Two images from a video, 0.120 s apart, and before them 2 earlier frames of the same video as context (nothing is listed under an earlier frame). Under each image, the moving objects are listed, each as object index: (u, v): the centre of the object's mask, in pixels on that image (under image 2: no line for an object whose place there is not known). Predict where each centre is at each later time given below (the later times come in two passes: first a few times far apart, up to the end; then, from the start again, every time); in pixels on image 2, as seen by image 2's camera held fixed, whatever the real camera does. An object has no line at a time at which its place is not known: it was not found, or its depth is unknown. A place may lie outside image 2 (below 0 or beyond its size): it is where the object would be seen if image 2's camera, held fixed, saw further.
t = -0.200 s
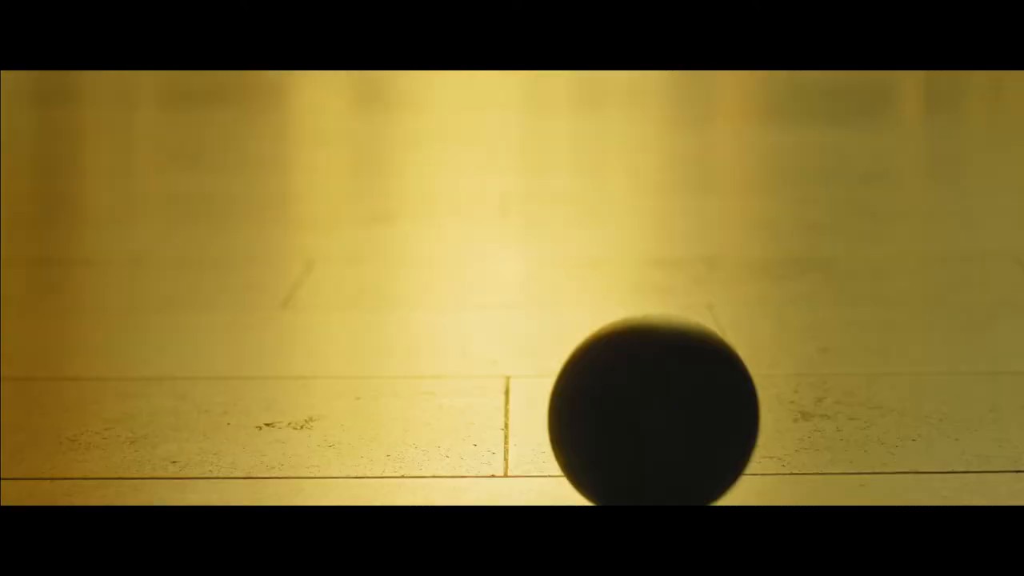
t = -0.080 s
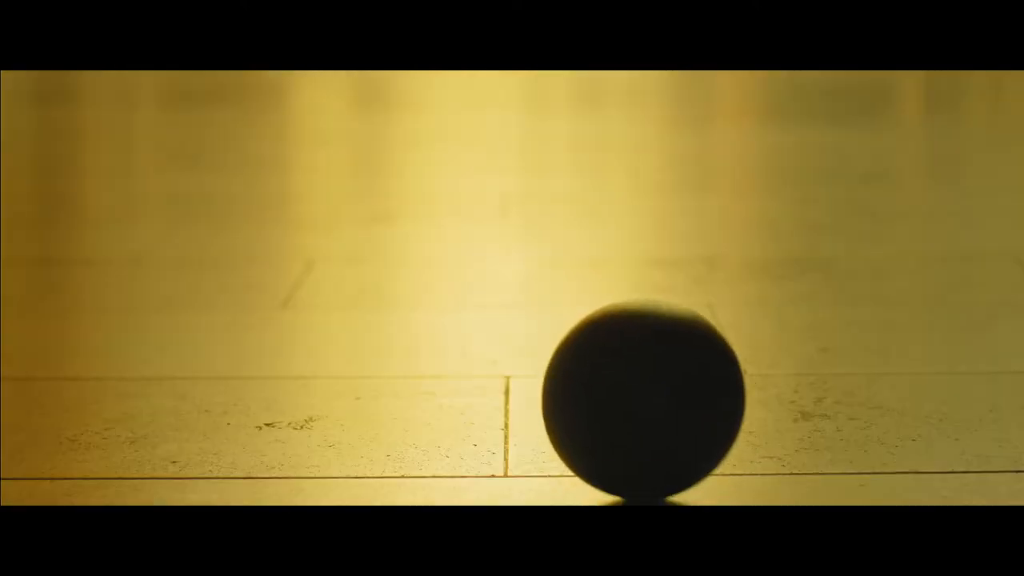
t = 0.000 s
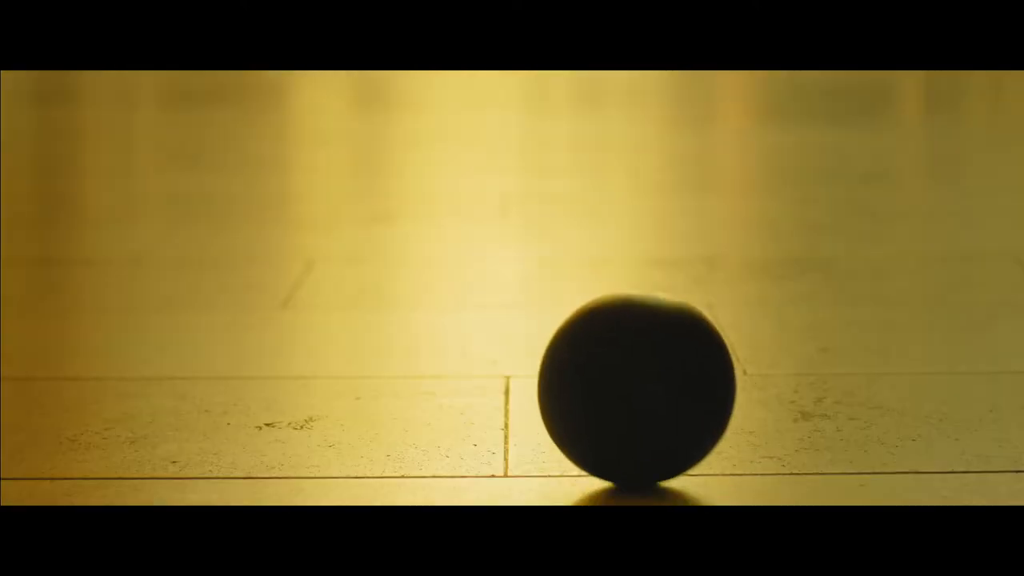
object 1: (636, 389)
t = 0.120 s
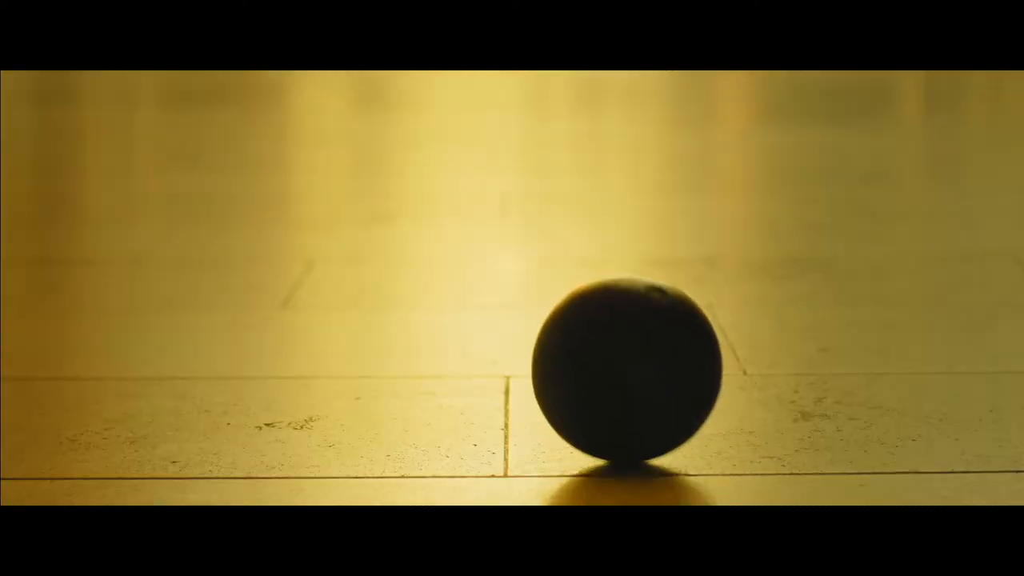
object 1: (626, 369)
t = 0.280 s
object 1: (614, 348)
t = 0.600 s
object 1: (595, 311)
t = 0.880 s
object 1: (580, 281)
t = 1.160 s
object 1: (567, 254)
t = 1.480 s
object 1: (551, 228)
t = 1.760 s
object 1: (540, 209)
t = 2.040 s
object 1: (530, 190)
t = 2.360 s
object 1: (521, 173)
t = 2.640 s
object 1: (515, 160)
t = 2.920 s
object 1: (510, 147)
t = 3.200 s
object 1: (506, 137)
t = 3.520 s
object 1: (502, 122)
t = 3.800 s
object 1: (499, 114)
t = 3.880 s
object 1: (498, 112)
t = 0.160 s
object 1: (623, 363)
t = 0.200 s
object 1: (620, 358)
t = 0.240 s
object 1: (617, 353)
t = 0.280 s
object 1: (614, 348)
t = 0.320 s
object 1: (612, 343)
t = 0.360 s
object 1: (609, 337)
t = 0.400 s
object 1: (607, 333)
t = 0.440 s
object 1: (604, 328)
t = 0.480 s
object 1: (602, 323)
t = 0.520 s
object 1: (600, 319)
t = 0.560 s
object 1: (597, 315)
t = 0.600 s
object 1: (595, 311)
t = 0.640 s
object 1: (593, 306)
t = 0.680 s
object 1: (590, 303)
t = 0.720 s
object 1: (589, 298)
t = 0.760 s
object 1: (587, 293)
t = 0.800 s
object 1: (585, 289)
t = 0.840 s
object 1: (582, 285)
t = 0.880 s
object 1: (580, 281)
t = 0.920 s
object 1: (578, 277)
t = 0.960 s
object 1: (576, 273)
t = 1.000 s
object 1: (574, 268)
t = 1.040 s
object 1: (572, 265)
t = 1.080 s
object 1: (570, 261)
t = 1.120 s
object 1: (568, 258)
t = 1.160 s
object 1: (567, 254)
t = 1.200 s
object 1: (565, 251)
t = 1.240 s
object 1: (563, 248)
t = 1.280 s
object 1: (561, 244)
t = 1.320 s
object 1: (559, 242)
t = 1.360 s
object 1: (557, 237)
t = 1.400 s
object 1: (555, 234)
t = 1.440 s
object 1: (553, 232)
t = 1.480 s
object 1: (551, 228)
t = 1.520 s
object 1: (550, 226)
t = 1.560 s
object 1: (548, 223)
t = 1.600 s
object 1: (546, 220)
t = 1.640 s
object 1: (545, 217)
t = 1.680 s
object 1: (543, 214)
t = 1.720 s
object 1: (542, 211)
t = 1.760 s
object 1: (540, 209)
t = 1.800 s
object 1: (538, 207)
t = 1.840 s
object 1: (537, 204)
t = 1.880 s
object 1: (535, 202)
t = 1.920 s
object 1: (534, 199)
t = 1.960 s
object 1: (532, 194)
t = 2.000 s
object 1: (531, 193)
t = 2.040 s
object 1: (530, 190)
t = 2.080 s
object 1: (528, 188)
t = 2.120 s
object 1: (527, 186)
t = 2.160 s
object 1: (526, 184)
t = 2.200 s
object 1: (525, 181)
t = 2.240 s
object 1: (524, 179)
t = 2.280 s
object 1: (523, 177)
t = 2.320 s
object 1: (522, 175)
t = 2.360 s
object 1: (521, 173)
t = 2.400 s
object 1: (520, 171)
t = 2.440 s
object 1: (520, 169)
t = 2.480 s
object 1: (518, 167)
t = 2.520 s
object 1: (518, 165)
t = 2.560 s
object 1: (517, 164)
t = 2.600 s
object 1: (516, 162)
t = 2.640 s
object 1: (515, 160)
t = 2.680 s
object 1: (514, 158)
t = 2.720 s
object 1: (513, 156)
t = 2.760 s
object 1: (512, 154)
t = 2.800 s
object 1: (512, 152)
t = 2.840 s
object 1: (511, 151)
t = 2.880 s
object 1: (510, 149)
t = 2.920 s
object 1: (510, 147)
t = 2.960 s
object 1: (509, 146)
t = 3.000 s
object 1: (508, 144)
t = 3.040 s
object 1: (508, 143)
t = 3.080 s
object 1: (507, 141)
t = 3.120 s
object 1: (507, 139)
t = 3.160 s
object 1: (506, 138)
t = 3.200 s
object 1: (506, 137)
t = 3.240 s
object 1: (505, 135)
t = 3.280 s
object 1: (505, 133)
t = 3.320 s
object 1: (504, 131)
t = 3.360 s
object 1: (504, 130)
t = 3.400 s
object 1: (504, 128)
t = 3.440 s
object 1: (503, 127)
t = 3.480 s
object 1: (503, 126)
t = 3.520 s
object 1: (502, 122)
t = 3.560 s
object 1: (502, 121)
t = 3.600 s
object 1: (501, 121)
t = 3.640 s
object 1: (501, 119)
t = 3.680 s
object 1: (500, 119)
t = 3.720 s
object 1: (500, 117)
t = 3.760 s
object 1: (499, 116)
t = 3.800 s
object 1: (499, 114)
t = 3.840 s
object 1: (498, 113)
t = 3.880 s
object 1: (498, 112)
